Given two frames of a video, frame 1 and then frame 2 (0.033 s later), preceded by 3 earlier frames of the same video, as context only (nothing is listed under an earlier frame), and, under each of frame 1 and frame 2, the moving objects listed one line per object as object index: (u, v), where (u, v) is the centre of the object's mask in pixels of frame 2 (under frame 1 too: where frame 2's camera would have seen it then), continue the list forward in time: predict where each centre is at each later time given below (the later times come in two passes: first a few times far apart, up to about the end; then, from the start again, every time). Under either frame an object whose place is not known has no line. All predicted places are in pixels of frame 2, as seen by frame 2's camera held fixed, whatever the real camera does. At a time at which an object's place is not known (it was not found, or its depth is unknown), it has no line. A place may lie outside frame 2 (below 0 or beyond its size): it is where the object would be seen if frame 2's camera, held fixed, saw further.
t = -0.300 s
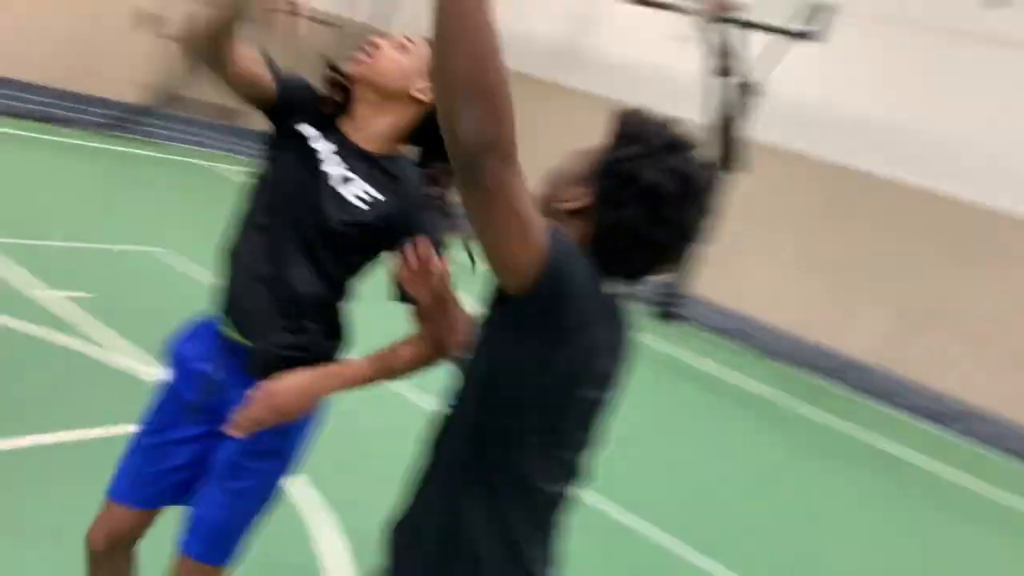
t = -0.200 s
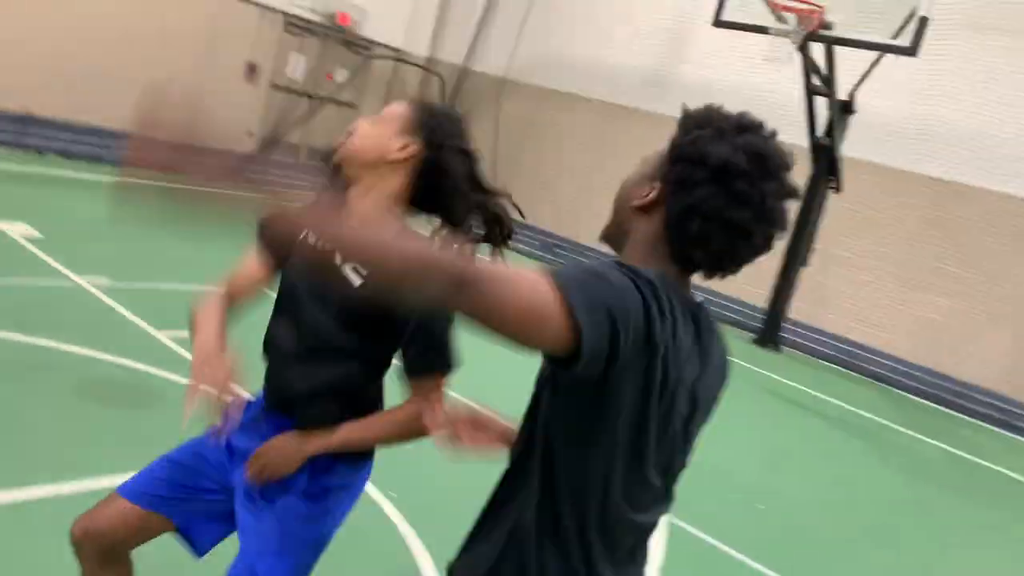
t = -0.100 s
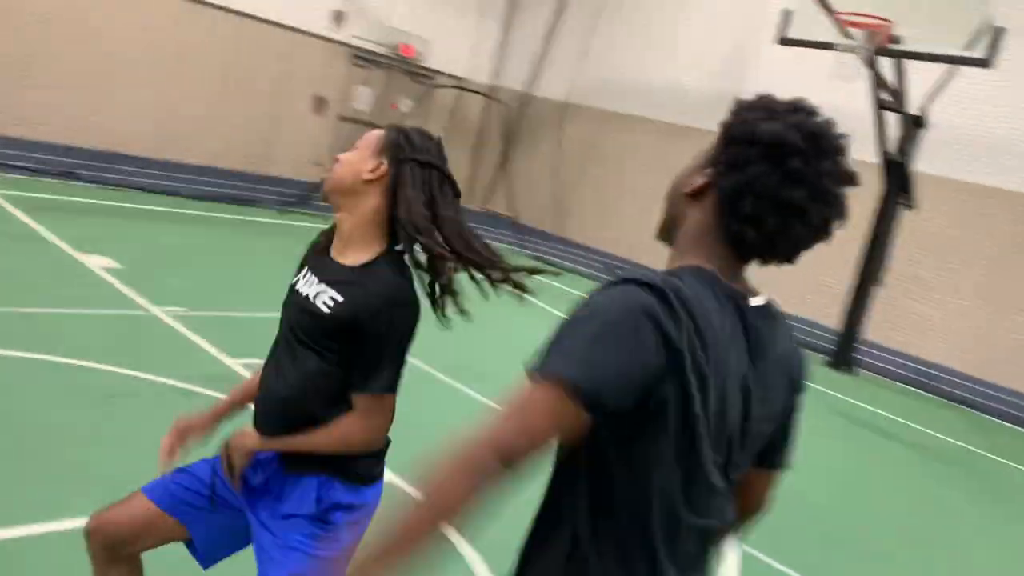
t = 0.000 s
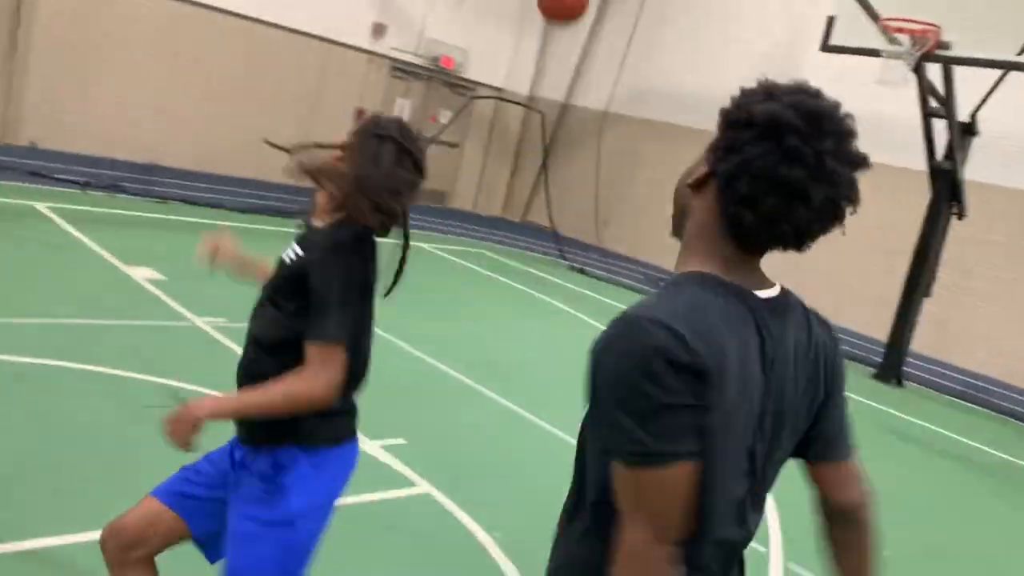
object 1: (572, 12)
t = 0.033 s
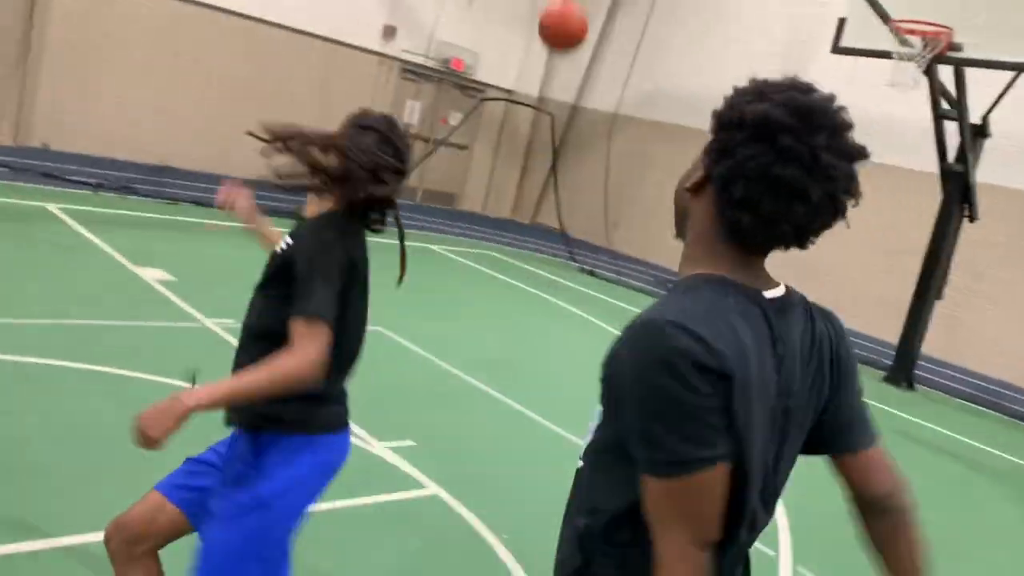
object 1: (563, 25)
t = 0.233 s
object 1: (512, 189)
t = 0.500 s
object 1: (484, 278)
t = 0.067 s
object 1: (554, 54)
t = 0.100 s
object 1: (545, 80)
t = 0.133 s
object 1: (537, 108)
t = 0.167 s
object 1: (528, 134)
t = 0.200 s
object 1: (520, 161)
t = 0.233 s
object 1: (512, 189)
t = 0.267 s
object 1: (505, 216)
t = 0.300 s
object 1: (498, 242)
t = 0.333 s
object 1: (490, 270)
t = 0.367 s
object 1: (483, 297)
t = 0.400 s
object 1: (476, 323)
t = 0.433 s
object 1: (475, 329)
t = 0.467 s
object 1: (479, 302)
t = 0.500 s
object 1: (484, 278)
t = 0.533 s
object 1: (490, 255)
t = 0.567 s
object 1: (495, 234)
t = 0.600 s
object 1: (502, 214)
